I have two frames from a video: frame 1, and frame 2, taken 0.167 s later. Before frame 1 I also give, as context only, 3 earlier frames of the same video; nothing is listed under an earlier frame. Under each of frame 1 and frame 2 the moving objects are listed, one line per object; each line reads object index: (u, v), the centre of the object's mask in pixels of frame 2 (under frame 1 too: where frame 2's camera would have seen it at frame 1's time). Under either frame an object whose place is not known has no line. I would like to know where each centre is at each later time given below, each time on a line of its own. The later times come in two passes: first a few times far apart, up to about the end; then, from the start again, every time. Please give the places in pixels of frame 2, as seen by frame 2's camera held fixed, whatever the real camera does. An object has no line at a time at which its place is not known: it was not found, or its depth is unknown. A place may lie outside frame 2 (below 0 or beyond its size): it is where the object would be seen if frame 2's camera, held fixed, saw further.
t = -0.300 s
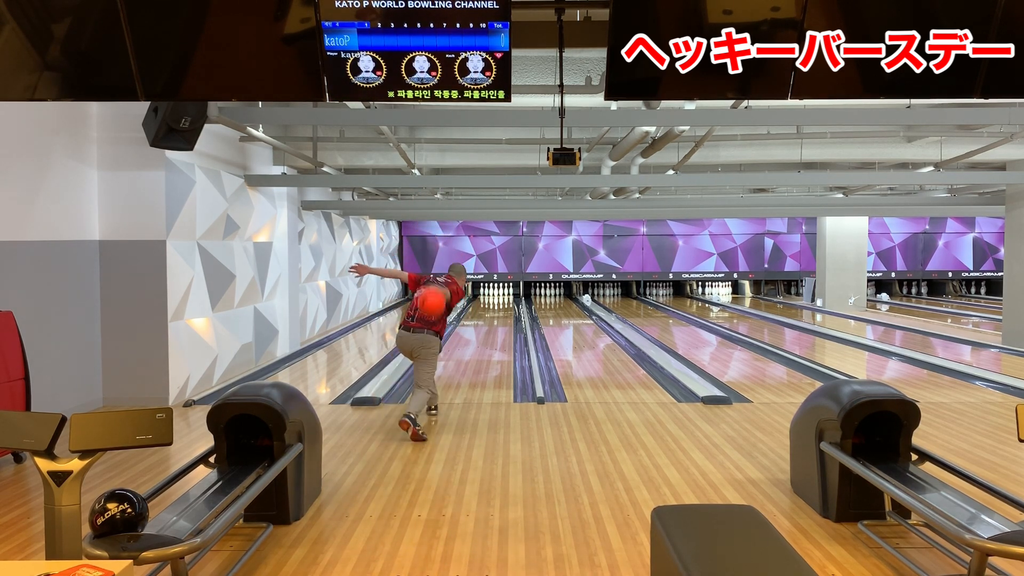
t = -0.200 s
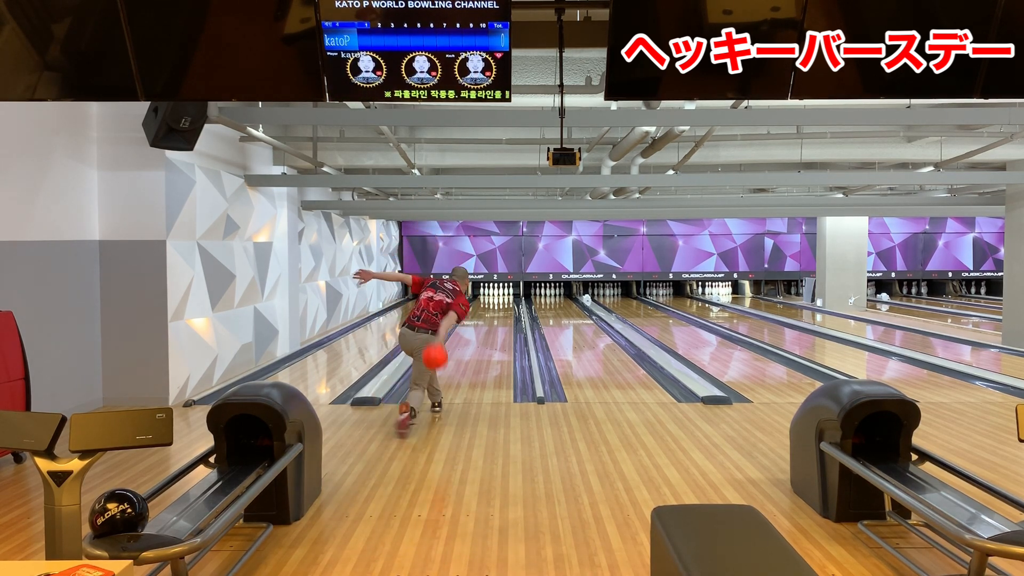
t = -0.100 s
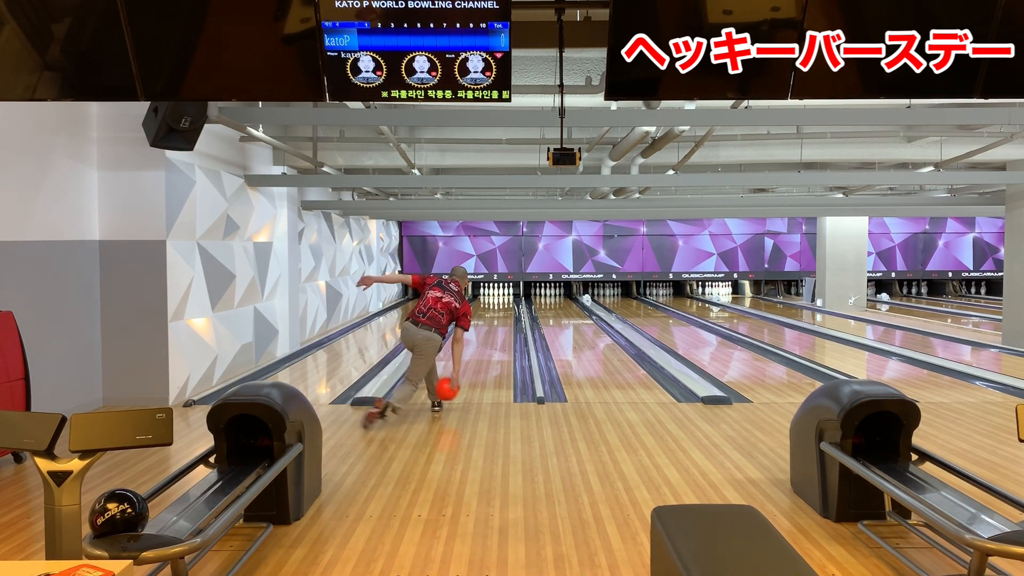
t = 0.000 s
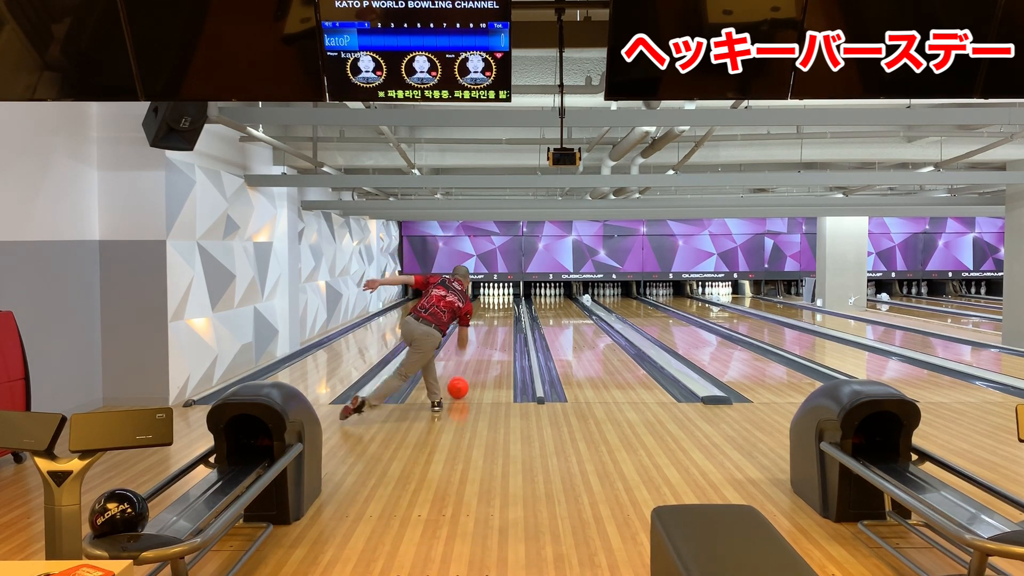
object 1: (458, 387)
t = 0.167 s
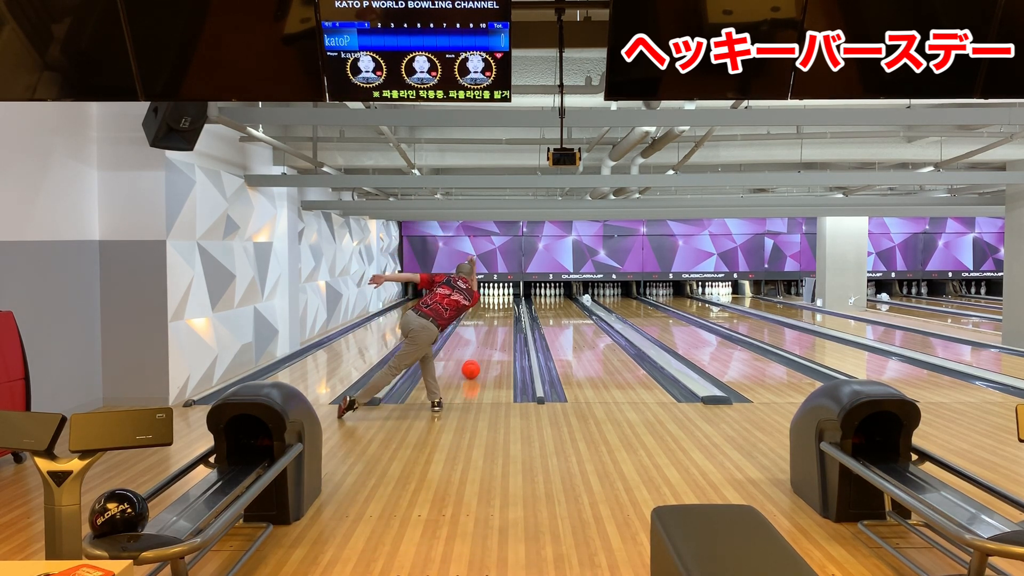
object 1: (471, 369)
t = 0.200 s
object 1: (473, 366)
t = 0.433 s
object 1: (485, 348)
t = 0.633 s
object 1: (492, 336)
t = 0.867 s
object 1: (498, 326)
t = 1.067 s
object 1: (502, 318)
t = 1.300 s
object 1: (505, 312)
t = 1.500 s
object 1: (506, 307)
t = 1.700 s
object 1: (506, 304)
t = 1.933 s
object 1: (506, 300)
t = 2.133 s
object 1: (503, 296)
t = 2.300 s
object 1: (501, 294)
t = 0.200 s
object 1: (473, 366)
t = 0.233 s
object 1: (475, 363)
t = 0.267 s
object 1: (477, 360)
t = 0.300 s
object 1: (479, 358)
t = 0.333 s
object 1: (480, 355)
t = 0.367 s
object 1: (482, 353)
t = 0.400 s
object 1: (483, 350)
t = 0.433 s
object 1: (485, 348)
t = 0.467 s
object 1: (486, 345)
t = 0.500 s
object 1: (487, 344)
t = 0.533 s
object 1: (489, 341)
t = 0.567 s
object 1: (490, 340)
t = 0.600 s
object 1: (491, 338)
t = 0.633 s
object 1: (492, 336)
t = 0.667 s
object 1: (494, 334)
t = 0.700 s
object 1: (494, 333)
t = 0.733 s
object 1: (495, 331)
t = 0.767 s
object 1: (496, 330)
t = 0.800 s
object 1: (497, 328)
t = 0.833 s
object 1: (498, 327)
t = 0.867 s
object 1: (498, 326)
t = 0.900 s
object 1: (499, 324)
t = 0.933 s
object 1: (500, 323)
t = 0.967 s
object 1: (501, 322)
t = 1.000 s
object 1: (501, 321)
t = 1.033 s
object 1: (502, 319)
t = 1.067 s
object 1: (502, 318)
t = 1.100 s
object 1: (503, 317)
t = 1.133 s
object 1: (503, 316)
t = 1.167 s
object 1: (504, 315)
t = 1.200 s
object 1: (504, 314)
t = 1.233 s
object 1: (504, 314)
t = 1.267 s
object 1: (505, 313)
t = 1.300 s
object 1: (505, 312)
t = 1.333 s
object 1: (506, 311)
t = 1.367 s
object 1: (506, 310)
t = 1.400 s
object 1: (506, 309)
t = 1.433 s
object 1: (506, 309)
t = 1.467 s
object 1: (506, 308)
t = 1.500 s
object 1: (506, 307)
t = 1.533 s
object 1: (506, 307)
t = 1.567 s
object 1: (506, 306)
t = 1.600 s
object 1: (506, 305)
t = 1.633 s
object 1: (506, 305)
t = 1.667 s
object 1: (506, 304)
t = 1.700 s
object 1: (506, 304)
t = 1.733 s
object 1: (506, 303)
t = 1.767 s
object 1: (506, 302)
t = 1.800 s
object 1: (506, 301)
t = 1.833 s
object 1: (506, 301)
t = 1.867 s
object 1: (506, 300)
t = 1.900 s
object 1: (506, 300)
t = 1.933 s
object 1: (506, 300)
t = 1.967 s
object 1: (505, 299)
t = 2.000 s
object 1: (505, 298)
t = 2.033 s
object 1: (504, 298)
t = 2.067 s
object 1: (504, 297)
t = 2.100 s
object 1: (504, 297)
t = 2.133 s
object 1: (503, 296)
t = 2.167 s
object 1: (503, 296)
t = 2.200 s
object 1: (503, 295)
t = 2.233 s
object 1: (502, 295)
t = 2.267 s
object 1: (502, 295)
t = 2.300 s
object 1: (501, 294)
